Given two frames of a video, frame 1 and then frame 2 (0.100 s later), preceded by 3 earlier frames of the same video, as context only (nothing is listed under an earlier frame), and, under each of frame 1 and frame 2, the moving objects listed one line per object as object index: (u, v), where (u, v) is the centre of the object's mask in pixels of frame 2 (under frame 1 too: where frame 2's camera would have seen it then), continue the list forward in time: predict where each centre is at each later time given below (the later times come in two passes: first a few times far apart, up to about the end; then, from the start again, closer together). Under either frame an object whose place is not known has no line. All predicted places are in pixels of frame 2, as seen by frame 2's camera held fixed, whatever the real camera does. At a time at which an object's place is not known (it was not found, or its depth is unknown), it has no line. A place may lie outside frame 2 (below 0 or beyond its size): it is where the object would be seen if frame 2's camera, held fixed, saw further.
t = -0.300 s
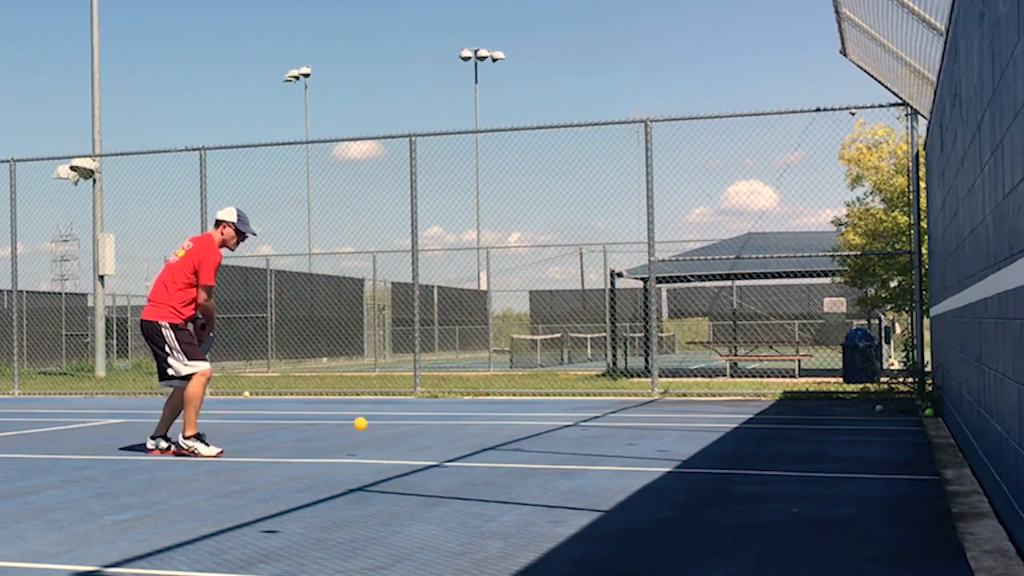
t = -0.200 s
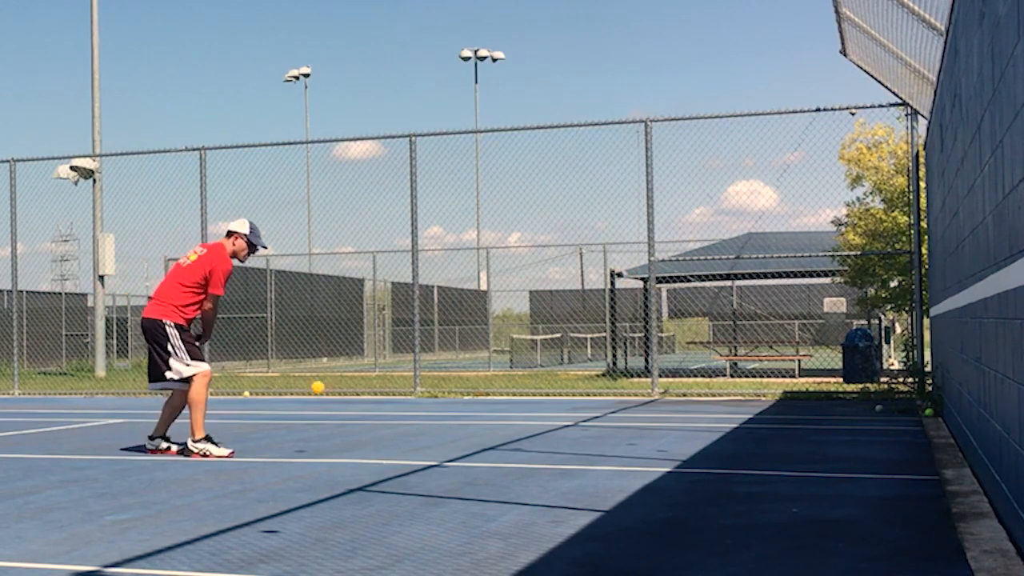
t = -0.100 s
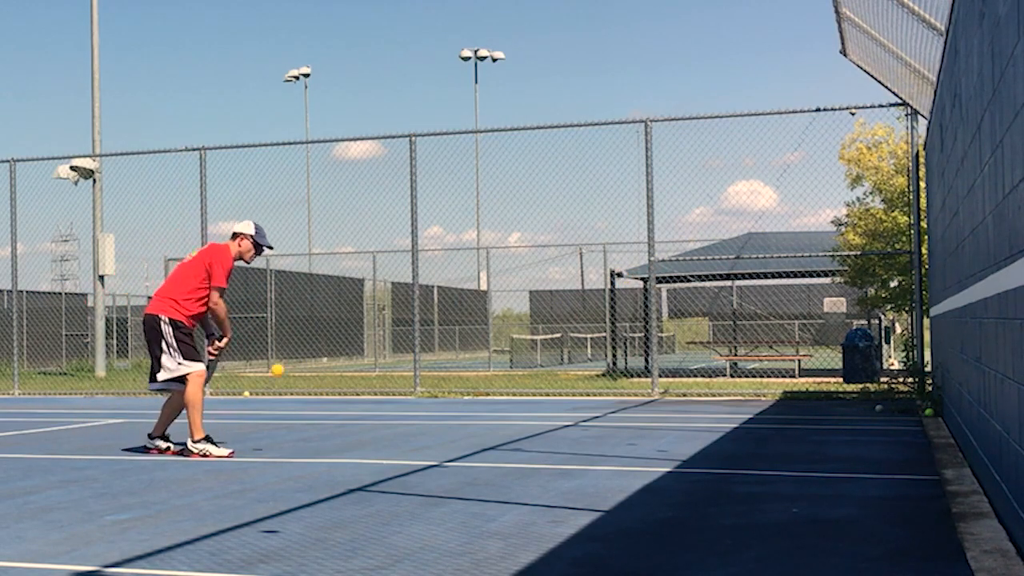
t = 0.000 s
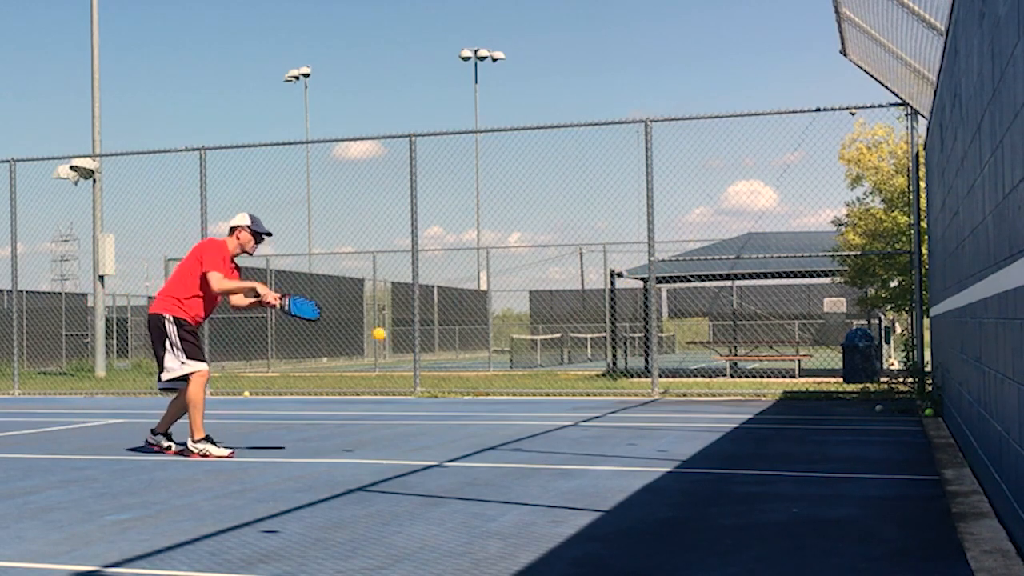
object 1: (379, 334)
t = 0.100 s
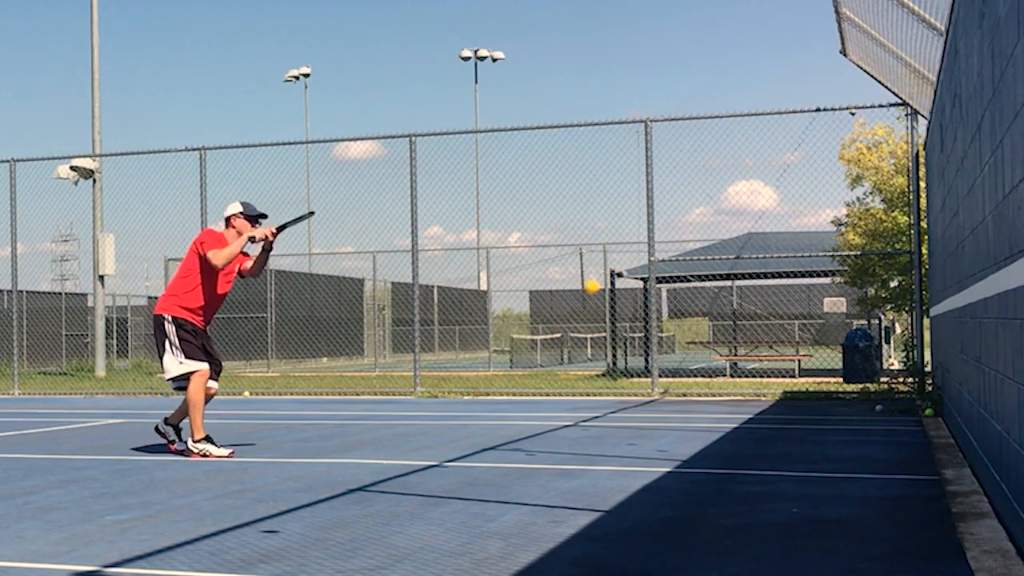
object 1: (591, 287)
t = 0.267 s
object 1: (946, 243)
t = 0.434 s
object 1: (744, 279)
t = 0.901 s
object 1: (355, 393)
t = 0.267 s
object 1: (946, 243)
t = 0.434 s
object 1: (744, 279)
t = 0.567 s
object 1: (599, 344)
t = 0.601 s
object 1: (566, 365)
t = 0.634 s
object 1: (533, 387)
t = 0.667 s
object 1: (502, 411)
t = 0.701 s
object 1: (471, 437)
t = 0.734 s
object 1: (441, 462)
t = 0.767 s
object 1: (423, 443)
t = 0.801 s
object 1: (405, 428)
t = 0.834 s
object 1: (389, 413)
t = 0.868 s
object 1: (371, 402)
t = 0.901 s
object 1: (355, 393)
